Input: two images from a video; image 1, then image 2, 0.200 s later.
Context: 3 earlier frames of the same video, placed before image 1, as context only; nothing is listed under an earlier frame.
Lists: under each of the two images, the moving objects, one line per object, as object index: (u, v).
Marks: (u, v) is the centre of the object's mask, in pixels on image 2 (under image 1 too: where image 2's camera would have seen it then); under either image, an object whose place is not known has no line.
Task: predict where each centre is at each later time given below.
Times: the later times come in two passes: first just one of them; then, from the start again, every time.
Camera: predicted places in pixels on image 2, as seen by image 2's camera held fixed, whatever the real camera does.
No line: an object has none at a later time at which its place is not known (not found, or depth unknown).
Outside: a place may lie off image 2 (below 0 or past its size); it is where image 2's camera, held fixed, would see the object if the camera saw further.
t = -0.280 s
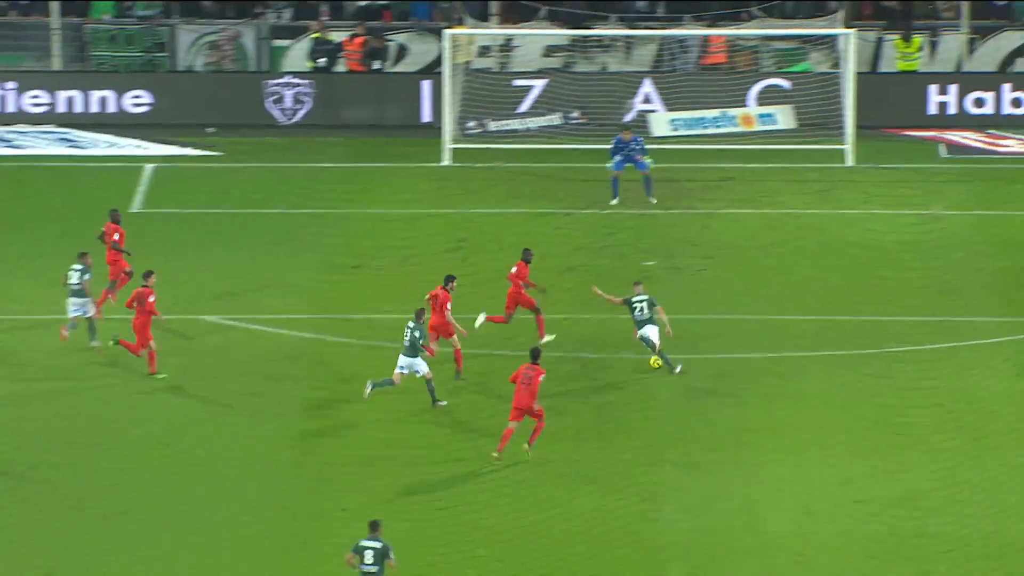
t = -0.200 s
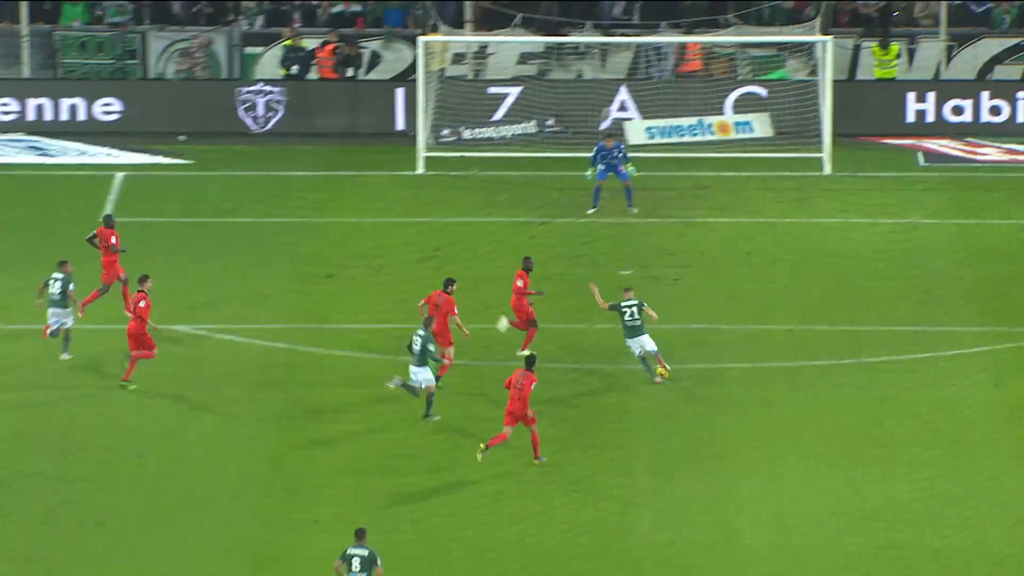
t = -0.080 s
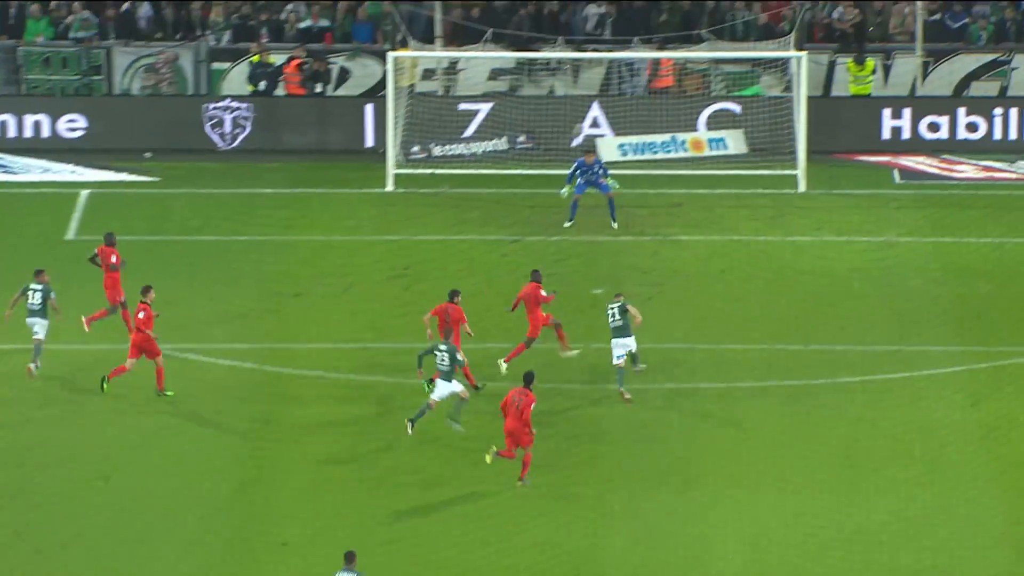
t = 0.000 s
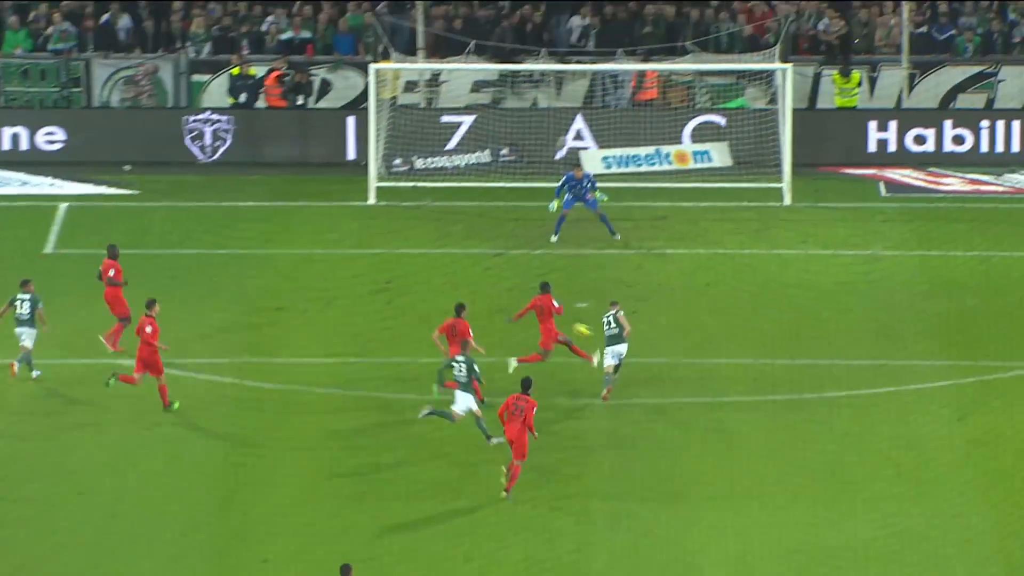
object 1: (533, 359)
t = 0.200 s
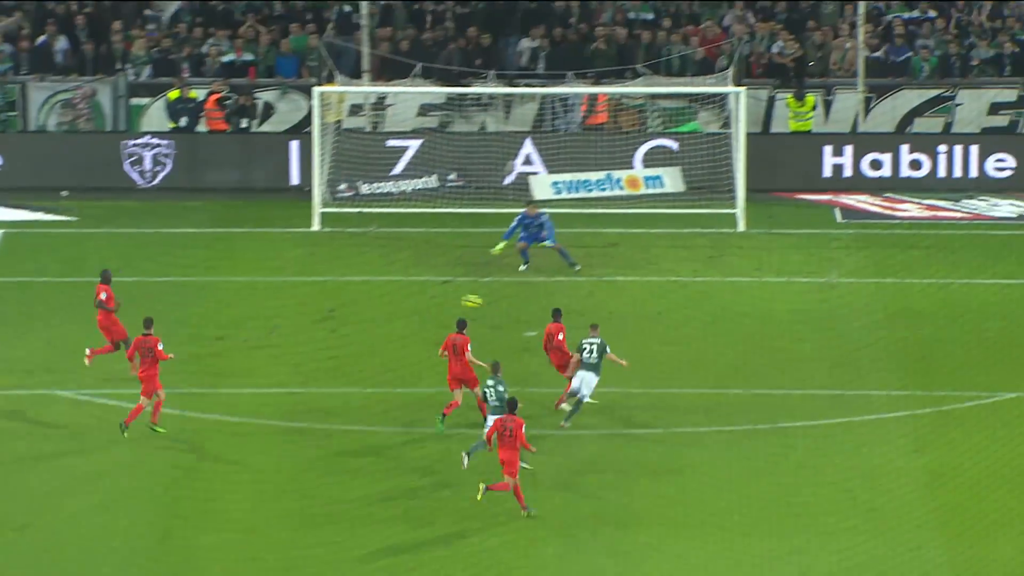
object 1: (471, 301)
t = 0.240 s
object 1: (459, 295)
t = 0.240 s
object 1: (459, 295)
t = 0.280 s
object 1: (446, 290)
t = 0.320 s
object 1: (433, 284)
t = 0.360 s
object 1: (420, 267)
